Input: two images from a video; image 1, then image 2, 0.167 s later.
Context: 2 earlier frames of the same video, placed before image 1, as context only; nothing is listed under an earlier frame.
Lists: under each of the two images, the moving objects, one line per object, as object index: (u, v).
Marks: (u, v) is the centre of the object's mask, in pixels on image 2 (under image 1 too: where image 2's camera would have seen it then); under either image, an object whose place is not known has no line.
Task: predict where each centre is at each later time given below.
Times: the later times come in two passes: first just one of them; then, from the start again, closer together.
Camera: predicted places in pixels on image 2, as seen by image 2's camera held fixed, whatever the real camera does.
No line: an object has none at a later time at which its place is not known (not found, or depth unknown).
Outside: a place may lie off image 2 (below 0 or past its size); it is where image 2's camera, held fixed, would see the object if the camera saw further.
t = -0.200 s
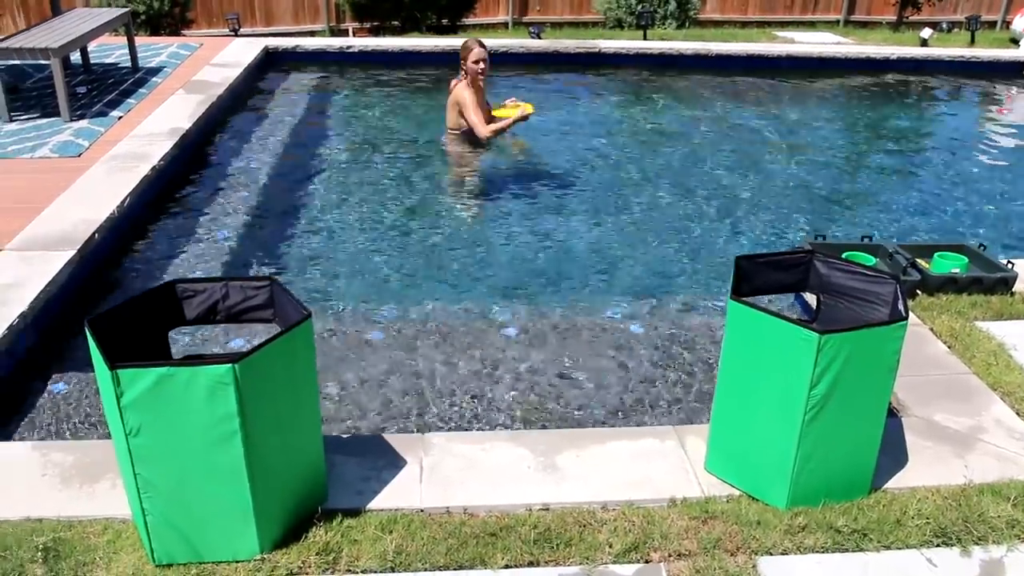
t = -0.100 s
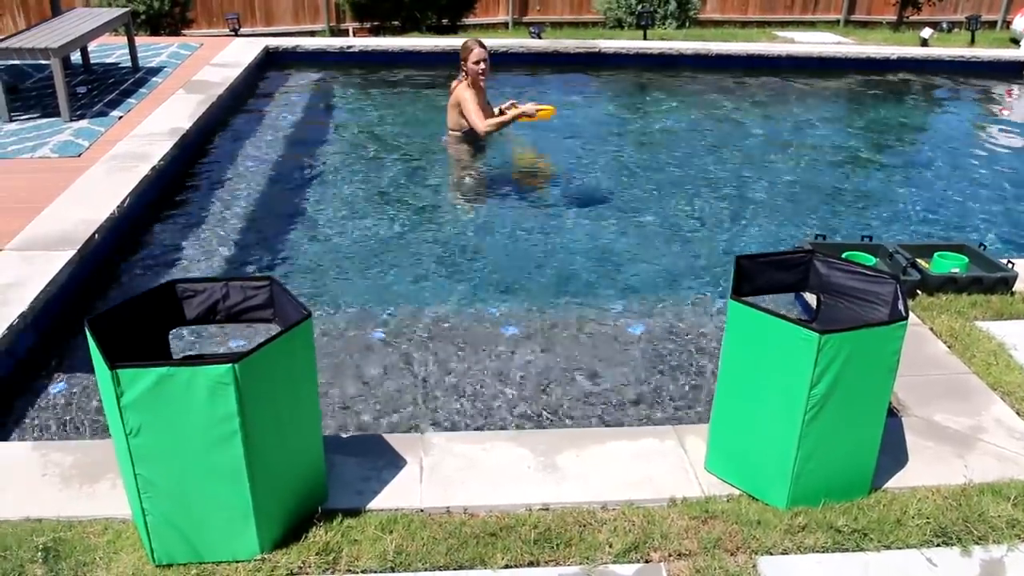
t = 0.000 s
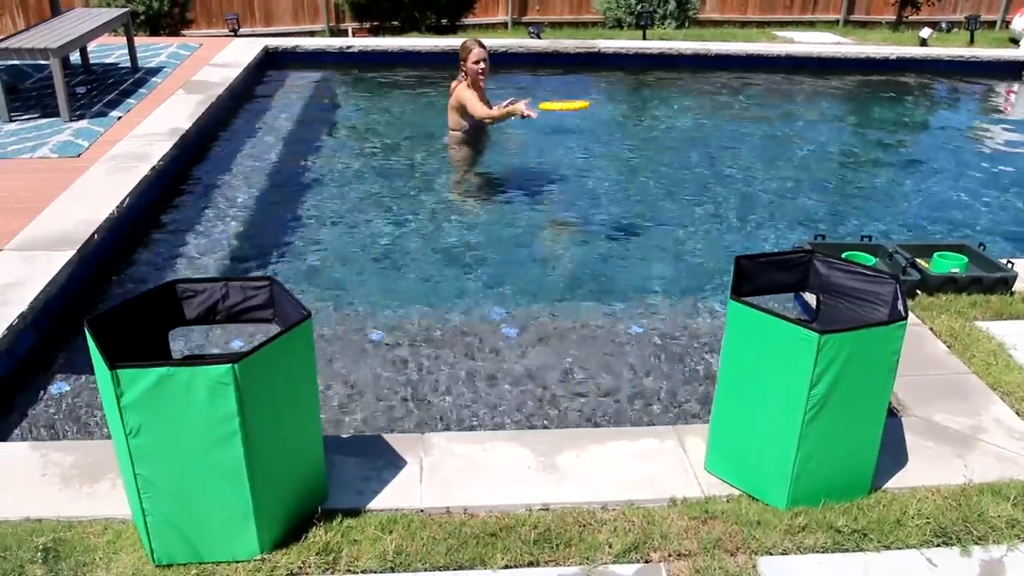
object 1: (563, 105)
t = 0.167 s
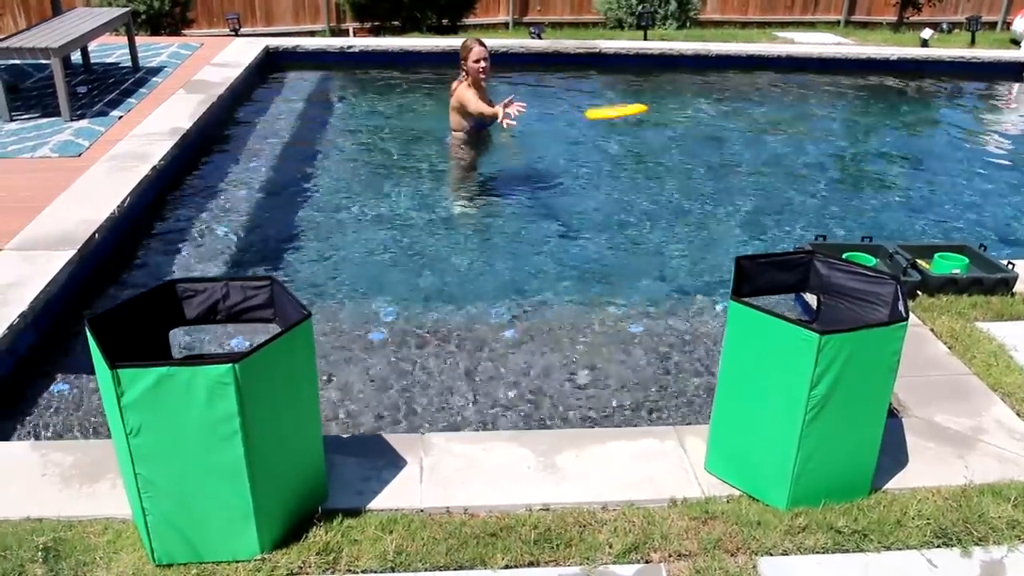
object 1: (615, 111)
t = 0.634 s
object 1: (785, 304)
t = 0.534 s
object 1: (787, 307)
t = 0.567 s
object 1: (786, 306)
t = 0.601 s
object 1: (787, 304)
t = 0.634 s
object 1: (785, 304)
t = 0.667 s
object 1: (780, 309)
